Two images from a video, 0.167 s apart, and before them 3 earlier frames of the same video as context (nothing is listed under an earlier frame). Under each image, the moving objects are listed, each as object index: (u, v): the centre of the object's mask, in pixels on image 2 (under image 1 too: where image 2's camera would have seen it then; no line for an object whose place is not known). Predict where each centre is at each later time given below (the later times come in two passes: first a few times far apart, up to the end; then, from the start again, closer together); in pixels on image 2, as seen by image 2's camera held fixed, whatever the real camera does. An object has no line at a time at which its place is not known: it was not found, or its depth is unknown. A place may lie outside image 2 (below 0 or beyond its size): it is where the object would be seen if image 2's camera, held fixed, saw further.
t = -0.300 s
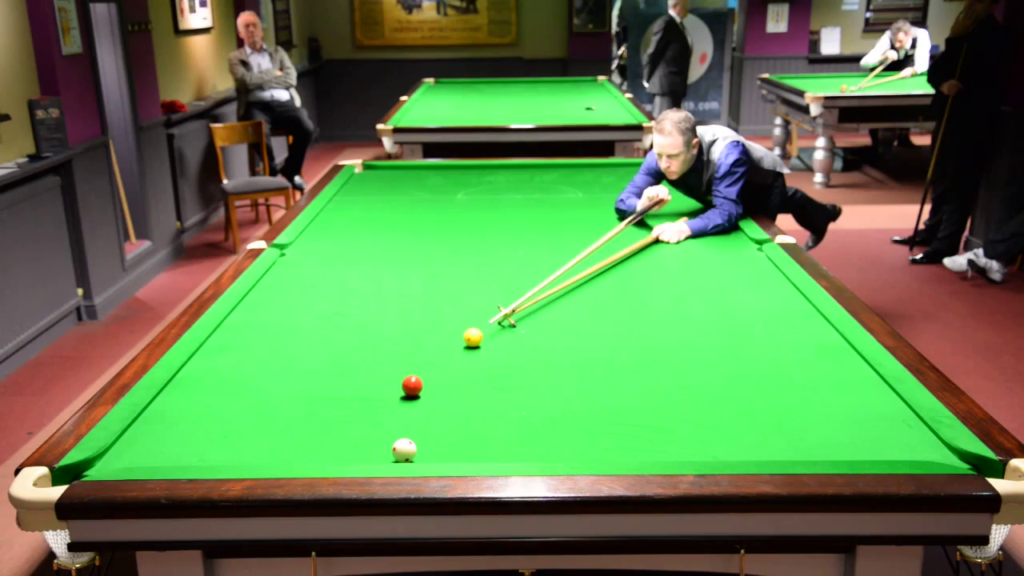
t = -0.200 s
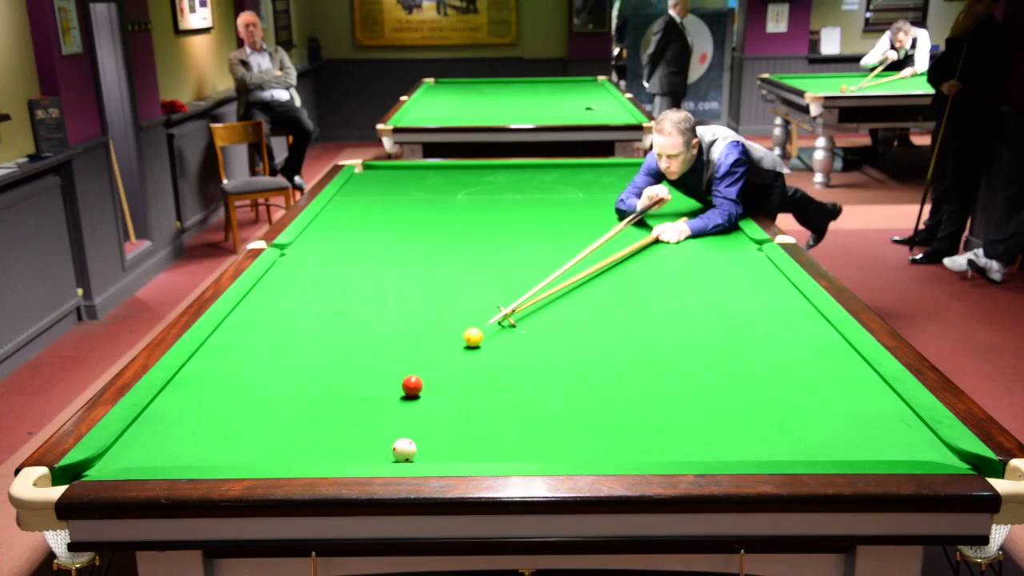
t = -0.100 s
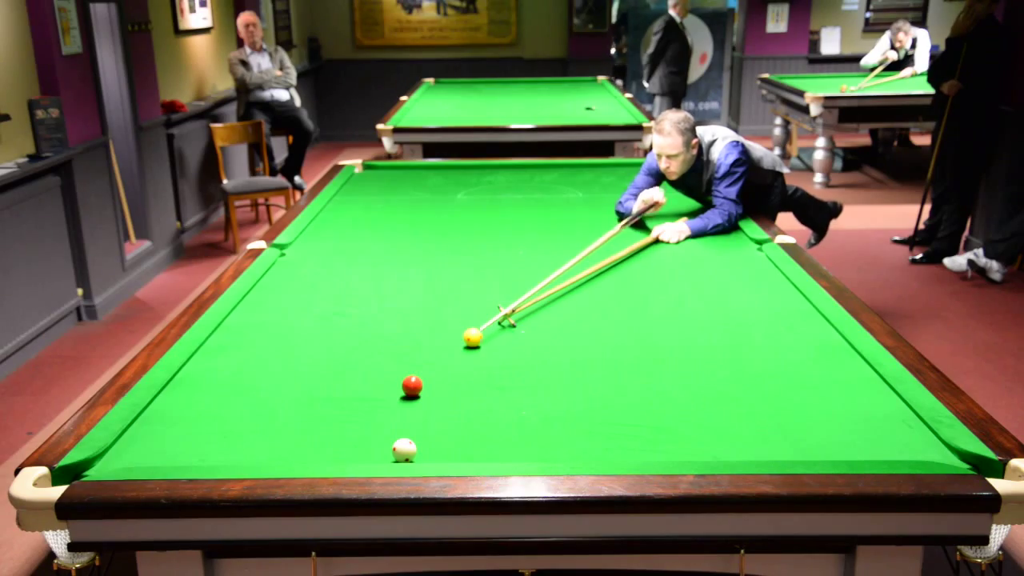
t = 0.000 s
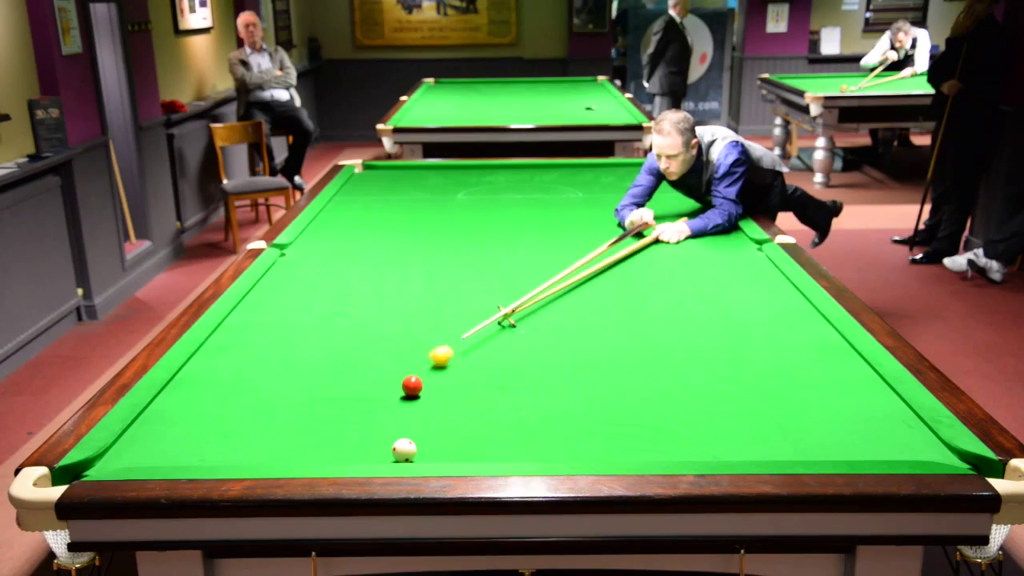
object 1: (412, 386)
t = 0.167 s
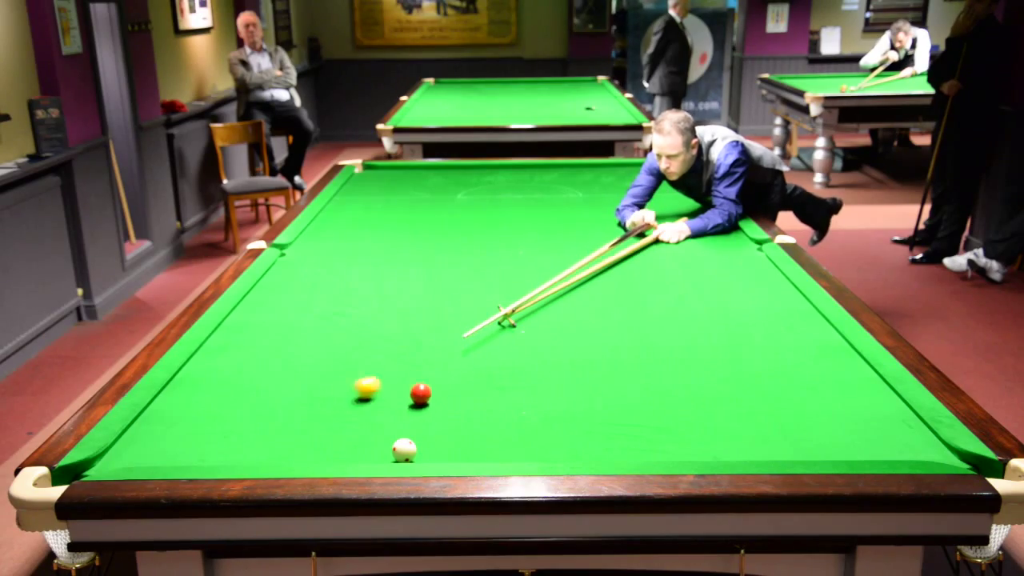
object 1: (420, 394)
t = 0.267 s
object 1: (430, 404)
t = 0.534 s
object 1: (457, 428)
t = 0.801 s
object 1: (485, 452)
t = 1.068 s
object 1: (509, 449)
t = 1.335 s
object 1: (529, 435)
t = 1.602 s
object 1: (546, 423)
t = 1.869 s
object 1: (561, 413)
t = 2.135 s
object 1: (575, 404)
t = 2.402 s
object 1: (586, 396)
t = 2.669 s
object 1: (596, 390)
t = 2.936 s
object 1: (604, 385)
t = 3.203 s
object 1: (610, 380)
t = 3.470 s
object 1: (616, 377)
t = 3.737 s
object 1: (620, 375)
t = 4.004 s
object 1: (622, 373)
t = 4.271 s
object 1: (623, 372)
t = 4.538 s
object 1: (623, 372)
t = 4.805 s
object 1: (623, 372)
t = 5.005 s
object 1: (623, 372)
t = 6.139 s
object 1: (623, 372)
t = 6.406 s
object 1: (623, 372)
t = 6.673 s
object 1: (623, 372)
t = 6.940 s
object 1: (623, 372)
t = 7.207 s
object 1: (623, 372)
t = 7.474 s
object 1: (623, 372)
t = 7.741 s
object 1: (623, 372)
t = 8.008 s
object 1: (623, 372)
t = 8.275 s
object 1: (623, 372)
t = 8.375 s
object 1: (623, 372)
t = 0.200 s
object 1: (424, 397)
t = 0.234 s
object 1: (427, 401)
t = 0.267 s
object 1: (430, 404)
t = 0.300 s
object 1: (434, 407)
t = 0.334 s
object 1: (437, 409)
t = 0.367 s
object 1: (440, 412)
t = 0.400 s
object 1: (443, 416)
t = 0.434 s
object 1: (447, 419)
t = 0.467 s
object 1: (450, 422)
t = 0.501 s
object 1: (453, 425)
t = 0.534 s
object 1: (457, 428)
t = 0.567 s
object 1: (460, 431)
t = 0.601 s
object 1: (464, 435)
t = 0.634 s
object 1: (467, 438)
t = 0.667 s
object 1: (471, 441)
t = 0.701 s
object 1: (474, 444)
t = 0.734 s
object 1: (478, 448)
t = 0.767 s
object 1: (482, 450)
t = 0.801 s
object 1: (485, 452)
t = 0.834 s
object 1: (489, 454)
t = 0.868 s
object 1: (493, 456)
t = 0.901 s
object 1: (496, 455)
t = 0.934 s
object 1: (498, 454)
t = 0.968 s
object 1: (501, 453)
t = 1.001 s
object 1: (504, 452)
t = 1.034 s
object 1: (507, 450)
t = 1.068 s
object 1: (509, 449)
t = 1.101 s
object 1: (512, 447)
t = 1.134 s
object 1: (514, 445)
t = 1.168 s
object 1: (517, 444)
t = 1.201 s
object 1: (519, 442)
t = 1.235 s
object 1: (522, 440)
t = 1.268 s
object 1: (524, 438)
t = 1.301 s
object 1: (526, 437)
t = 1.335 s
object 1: (529, 435)
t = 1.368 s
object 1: (531, 434)
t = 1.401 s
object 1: (533, 432)
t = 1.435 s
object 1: (535, 430)
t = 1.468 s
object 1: (538, 429)
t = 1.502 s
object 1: (540, 427)
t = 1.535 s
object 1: (542, 426)
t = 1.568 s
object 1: (544, 424)
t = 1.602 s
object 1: (546, 423)
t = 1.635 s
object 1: (548, 422)
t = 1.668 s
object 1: (550, 421)
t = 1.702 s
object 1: (552, 419)
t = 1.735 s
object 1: (554, 418)
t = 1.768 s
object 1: (556, 416)
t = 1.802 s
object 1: (558, 415)
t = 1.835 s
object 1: (560, 414)
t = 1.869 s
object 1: (561, 413)
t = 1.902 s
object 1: (563, 411)
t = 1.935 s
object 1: (565, 410)
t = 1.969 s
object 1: (567, 409)
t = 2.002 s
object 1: (568, 408)
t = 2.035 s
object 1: (570, 407)
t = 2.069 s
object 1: (571, 406)
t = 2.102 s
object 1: (573, 405)
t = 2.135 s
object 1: (575, 404)
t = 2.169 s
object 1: (576, 403)
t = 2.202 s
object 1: (577, 402)
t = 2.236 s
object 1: (579, 401)
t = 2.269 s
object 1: (581, 400)
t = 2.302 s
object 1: (582, 399)
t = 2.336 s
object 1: (583, 398)
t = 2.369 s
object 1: (585, 397)
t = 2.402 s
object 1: (586, 396)
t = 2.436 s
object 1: (587, 395)
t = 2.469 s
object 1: (588, 395)
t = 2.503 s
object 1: (590, 394)
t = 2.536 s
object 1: (591, 393)
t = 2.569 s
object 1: (592, 392)
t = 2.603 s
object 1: (593, 391)
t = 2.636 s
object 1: (594, 391)
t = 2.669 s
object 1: (596, 390)
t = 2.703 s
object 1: (597, 389)
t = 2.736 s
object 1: (598, 388)
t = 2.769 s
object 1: (599, 388)
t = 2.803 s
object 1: (600, 387)
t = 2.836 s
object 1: (601, 387)
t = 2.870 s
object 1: (601, 386)
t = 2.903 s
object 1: (603, 385)
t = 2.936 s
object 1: (604, 385)
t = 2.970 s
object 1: (604, 384)
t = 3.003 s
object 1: (605, 384)
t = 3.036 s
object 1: (606, 383)
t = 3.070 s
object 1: (607, 383)
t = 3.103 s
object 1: (608, 382)
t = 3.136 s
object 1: (609, 381)
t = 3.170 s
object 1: (610, 381)
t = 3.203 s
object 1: (610, 380)
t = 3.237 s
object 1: (611, 380)
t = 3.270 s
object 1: (612, 379)
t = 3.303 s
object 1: (613, 379)
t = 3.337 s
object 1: (613, 379)
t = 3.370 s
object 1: (614, 378)
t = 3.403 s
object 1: (615, 378)
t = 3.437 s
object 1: (615, 377)
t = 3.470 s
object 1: (616, 377)
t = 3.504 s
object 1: (616, 377)
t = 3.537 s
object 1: (617, 377)
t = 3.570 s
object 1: (617, 376)
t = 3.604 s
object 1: (618, 376)
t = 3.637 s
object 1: (618, 376)
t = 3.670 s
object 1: (619, 377)
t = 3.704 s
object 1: (619, 375)
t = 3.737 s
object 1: (620, 375)
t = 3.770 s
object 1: (620, 374)
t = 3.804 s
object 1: (620, 374)
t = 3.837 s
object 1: (621, 374)
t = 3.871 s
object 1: (621, 374)
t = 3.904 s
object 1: (621, 373)
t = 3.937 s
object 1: (621, 373)
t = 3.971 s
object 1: (622, 373)
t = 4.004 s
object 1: (622, 373)
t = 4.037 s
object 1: (622, 373)
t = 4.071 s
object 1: (622, 373)
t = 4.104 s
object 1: (622, 373)
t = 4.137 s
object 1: (622, 372)
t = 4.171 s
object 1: (622, 372)
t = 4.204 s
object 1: (623, 372)
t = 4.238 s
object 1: (623, 372)
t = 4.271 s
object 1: (623, 372)
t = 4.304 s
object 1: (623, 372)
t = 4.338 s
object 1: (623, 372)
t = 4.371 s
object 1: (623, 372)
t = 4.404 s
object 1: (623, 372)
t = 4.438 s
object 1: (623, 372)
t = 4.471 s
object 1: (623, 372)
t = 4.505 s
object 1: (623, 372)
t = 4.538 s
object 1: (623, 372)
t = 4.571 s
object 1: (623, 372)
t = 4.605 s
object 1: (623, 372)
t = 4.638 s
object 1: (623, 372)
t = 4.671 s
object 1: (623, 372)
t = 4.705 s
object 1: (623, 372)
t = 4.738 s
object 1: (623, 372)
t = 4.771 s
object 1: (623, 372)
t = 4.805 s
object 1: (623, 372)
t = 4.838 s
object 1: (623, 372)
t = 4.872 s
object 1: (623, 372)
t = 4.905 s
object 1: (623, 372)
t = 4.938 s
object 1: (623, 372)
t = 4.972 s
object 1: (623, 372)
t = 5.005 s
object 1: (623, 372)
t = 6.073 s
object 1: (623, 372)
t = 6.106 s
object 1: (623, 372)
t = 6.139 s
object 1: (623, 372)
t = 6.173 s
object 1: (623, 372)
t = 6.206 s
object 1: (623, 372)
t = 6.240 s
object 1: (623, 372)
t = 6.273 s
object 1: (623, 372)
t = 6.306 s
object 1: (623, 372)
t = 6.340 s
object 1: (623, 372)
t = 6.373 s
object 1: (623, 372)
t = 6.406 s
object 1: (623, 372)
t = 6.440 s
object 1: (623, 372)
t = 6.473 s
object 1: (623, 372)
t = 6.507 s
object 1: (623, 372)
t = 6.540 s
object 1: (623, 372)
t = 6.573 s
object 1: (623, 372)
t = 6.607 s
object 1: (623, 372)
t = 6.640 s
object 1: (623, 372)
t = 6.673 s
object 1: (623, 372)
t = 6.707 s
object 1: (623, 372)
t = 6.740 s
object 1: (623, 372)
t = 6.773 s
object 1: (623, 372)
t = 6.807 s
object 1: (623, 372)
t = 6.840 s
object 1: (623, 372)
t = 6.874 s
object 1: (623, 372)
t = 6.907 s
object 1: (623, 372)
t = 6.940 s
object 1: (623, 372)
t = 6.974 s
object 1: (623, 372)
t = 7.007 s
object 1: (623, 372)
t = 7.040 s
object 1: (623, 372)
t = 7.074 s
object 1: (623, 372)
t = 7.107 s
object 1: (623, 372)
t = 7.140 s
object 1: (623, 372)
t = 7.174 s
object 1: (623, 372)
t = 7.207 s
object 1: (623, 372)
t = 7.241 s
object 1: (623, 372)
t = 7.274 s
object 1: (623, 372)
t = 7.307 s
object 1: (623, 372)
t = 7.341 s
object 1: (623, 372)
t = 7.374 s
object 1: (623, 372)
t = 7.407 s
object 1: (623, 372)
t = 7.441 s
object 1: (623, 372)
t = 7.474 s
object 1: (623, 372)
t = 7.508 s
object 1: (623, 372)
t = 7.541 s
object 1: (623, 372)
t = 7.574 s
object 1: (623, 372)
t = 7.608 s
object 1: (623, 372)
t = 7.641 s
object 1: (623, 372)
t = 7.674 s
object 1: (623, 372)
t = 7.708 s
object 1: (623, 372)
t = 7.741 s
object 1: (623, 372)
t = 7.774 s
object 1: (623, 372)
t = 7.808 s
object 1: (623, 372)
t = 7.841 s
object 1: (623, 372)
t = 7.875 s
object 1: (623, 372)
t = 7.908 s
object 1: (623, 372)
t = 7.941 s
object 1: (623, 372)
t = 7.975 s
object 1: (623, 372)
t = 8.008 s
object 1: (623, 372)
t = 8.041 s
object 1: (623, 372)
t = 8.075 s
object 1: (623, 372)
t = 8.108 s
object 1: (623, 372)
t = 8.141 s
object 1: (623, 372)
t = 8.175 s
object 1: (623, 372)
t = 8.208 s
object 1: (623, 372)
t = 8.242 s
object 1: (623, 372)
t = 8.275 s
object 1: (623, 372)
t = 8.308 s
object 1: (623, 372)
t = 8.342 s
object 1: (623, 372)
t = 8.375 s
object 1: (623, 372)
